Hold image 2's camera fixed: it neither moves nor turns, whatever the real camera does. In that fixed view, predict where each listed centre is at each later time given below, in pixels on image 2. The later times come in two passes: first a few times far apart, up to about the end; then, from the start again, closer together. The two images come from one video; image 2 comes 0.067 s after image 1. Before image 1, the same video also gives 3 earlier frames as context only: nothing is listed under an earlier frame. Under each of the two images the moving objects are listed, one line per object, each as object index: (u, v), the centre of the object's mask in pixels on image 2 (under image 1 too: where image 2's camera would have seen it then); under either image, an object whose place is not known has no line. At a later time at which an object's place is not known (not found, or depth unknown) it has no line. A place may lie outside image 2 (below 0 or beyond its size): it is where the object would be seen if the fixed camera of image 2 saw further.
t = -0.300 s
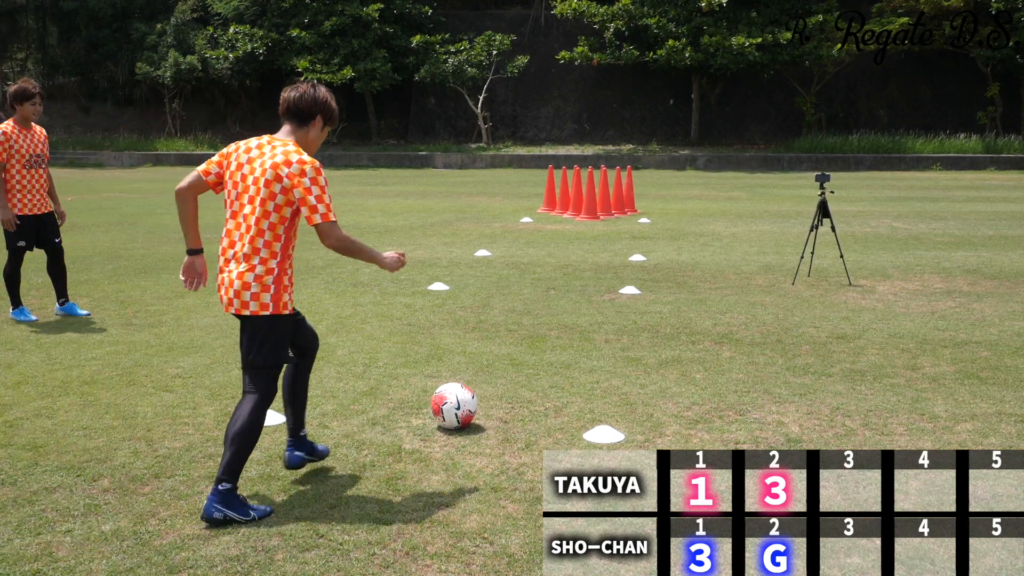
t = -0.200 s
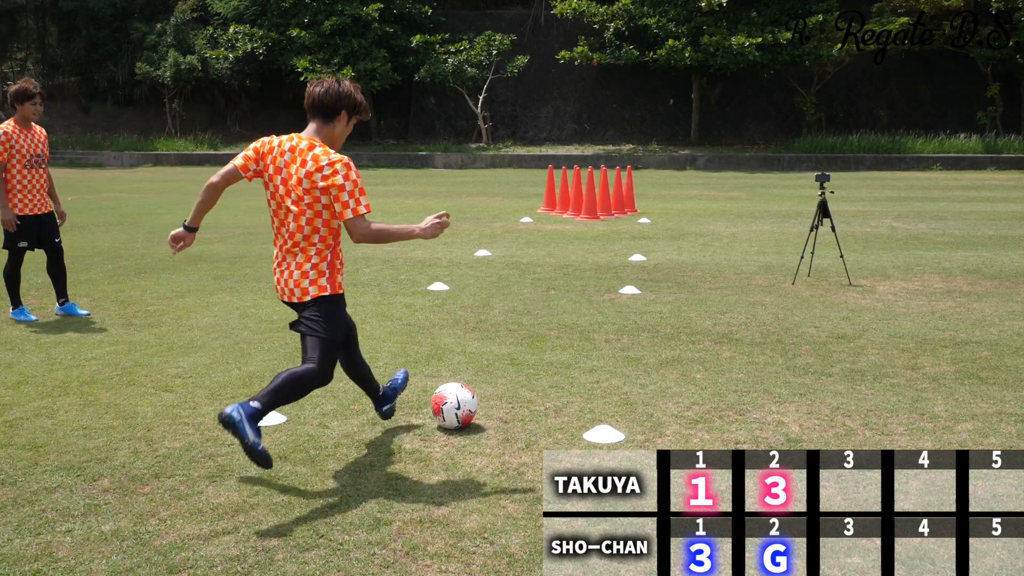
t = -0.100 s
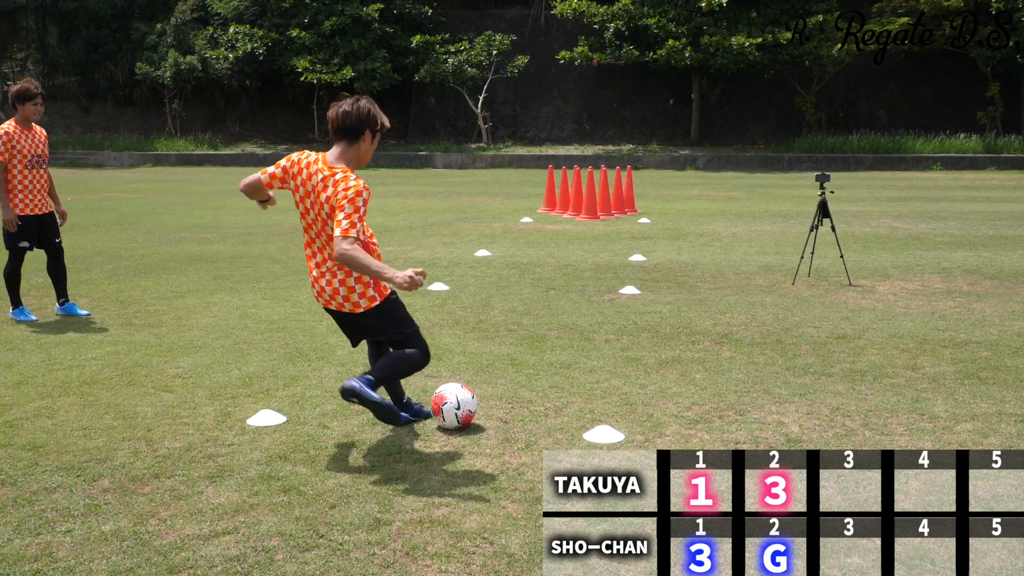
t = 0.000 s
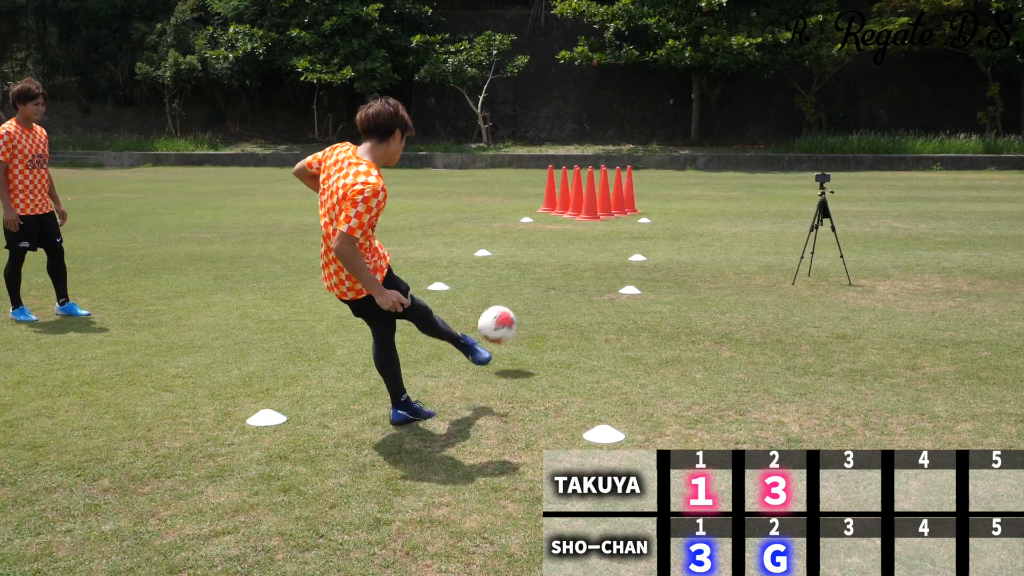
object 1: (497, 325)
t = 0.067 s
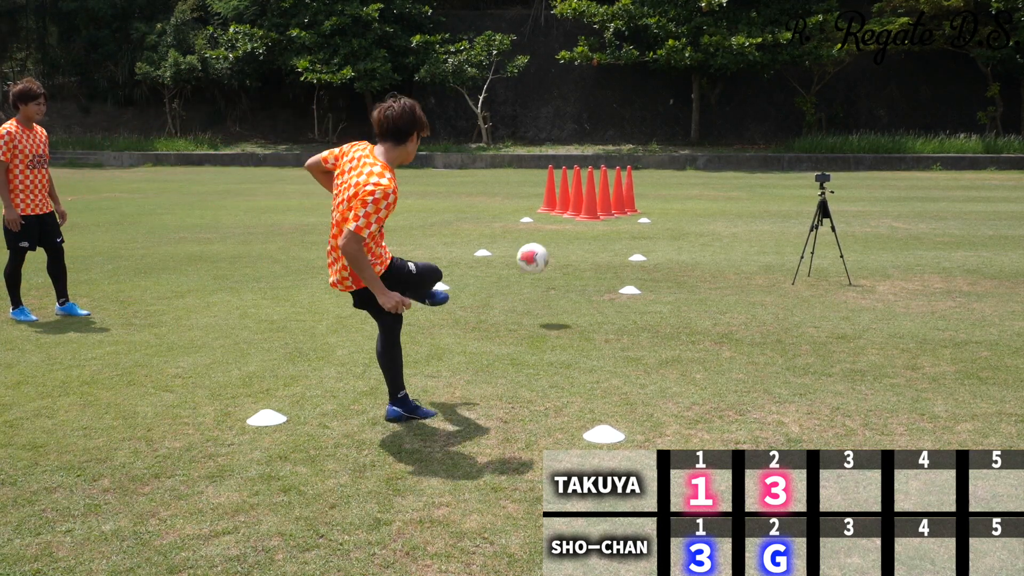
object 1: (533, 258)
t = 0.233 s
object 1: (568, 187)
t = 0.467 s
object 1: (577, 175)
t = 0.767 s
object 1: (611, 175)
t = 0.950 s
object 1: (635, 193)
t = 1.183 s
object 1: (653, 180)
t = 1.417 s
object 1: (672, 188)
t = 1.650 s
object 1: (689, 186)
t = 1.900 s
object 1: (705, 184)
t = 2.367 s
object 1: (731, 181)
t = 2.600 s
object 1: (742, 180)
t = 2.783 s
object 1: (750, 178)
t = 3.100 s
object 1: (763, 176)
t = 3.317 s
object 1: (773, 176)
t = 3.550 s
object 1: (781, 175)
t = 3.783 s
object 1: (789, 174)
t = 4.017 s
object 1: (796, 173)
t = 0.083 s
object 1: (539, 246)
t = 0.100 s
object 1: (543, 235)
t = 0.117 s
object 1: (549, 226)
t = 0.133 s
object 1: (553, 218)
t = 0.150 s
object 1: (557, 211)
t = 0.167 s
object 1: (559, 205)
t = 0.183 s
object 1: (562, 200)
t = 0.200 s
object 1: (564, 195)
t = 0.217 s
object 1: (566, 191)
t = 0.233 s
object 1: (568, 187)
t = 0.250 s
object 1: (569, 184)
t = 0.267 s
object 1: (571, 181)
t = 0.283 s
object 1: (572, 179)
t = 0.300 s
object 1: (573, 177)
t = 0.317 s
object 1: (574, 176)
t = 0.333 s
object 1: (575, 174)
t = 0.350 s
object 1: (575, 174)
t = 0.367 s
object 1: (576, 173)
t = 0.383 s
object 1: (576, 173)
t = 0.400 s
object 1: (576, 173)
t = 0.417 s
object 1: (577, 173)
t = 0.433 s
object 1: (577, 174)
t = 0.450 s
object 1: (577, 174)
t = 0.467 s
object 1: (577, 175)
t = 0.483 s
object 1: (578, 175)
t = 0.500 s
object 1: (578, 175)
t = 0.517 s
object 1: (579, 176)
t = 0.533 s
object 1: (580, 177)
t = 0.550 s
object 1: (580, 176)
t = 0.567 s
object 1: (580, 173)
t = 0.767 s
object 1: (611, 175)
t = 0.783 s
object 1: (611, 177)
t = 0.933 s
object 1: (634, 189)
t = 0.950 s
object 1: (635, 193)
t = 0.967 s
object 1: (636, 194)
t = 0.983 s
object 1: (637, 192)
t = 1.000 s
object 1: (638, 190)
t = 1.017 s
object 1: (638, 189)
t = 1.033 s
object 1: (640, 187)
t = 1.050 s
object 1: (641, 185)
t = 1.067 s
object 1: (643, 184)
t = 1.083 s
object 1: (644, 183)
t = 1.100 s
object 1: (646, 182)
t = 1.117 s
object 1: (647, 181)
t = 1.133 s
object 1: (649, 181)
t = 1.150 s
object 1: (650, 180)
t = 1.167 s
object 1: (651, 179)
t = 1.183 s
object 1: (653, 180)
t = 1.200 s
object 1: (654, 179)
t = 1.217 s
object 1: (656, 180)
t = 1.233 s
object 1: (658, 180)
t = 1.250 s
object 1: (659, 181)
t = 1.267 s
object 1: (660, 181)
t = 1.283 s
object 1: (662, 182)
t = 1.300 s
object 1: (663, 182)
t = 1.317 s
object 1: (664, 184)
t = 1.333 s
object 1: (666, 185)
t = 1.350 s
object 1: (667, 186)
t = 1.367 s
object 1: (668, 188)
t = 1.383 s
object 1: (670, 190)
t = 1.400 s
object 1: (671, 189)
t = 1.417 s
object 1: (672, 188)
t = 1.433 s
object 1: (673, 187)
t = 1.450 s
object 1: (675, 186)
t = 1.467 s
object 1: (676, 185)
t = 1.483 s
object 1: (677, 185)
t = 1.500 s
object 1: (678, 184)
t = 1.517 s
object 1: (679, 183)
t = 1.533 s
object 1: (680, 183)
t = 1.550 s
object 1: (681, 183)
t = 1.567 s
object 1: (683, 183)
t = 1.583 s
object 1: (684, 184)
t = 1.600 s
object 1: (685, 184)
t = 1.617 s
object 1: (686, 185)
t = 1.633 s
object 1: (687, 185)
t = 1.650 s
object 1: (689, 186)
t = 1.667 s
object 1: (690, 187)
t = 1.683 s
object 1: (691, 187)
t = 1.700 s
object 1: (692, 186)
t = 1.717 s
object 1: (693, 185)
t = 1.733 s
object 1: (694, 185)
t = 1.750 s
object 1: (695, 184)
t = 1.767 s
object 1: (697, 184)
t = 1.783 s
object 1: (698, 184)
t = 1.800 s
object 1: (699, 184)
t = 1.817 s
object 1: (700, 184)
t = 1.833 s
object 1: (701, 184)
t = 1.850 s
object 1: (702, 185)
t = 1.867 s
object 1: (703, 185)
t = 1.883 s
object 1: (704, 185)
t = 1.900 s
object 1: (705, 184)
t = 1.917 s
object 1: (706, 184)
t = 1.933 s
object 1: (707, 184)
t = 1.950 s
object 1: (708, 184)
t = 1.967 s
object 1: (709, 184)
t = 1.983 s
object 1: (710, 184)
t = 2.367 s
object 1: (731, 181)
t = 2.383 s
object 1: (732, 181)
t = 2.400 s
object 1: (733, 181)
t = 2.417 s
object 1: (733, 181)
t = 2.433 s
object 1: (735, 181)
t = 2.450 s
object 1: (735, 181)
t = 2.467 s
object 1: (736, 181)
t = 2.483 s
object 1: (737, 181)
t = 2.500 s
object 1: (737, 181)
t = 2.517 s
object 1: (738, 181)
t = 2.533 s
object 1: (739, 180)
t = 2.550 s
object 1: (740, 180)
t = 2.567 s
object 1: (740, 180)
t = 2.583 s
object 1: (741, 180)
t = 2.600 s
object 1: (742, 180)
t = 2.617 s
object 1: (743, 180)
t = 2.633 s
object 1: (744, 179)
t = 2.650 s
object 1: (745, 180)
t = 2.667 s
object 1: (745, 179)
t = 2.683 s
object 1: (746, 179)
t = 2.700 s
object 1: (747, 179)
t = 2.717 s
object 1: (747, 179)
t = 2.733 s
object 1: (748, 179)
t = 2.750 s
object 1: (749, 178)
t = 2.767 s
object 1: (749, 178)
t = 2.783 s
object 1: (750, 178)
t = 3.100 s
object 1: (763, 176)
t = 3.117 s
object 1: (764, 176)
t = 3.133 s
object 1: (765, 177)
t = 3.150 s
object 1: (765, 176)
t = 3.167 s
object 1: (766, 177)
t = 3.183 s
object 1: (767, 176)
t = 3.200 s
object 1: (768, 176)
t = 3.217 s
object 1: (769, 176)
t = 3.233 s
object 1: (769, 176)
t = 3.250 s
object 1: (770, 176)
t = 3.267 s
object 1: (770, 176)
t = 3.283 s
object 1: (771, 176)
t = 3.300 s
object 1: (772, 176)
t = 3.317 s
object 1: (773, 176)
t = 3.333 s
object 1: (773, 176)
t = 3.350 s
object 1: (774, 176)
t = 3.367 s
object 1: (775, 175)
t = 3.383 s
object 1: (775, 175)
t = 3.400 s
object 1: (776, 175)
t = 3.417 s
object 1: (776, 176)
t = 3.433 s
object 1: (777, 175)
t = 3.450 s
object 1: (778, 175)
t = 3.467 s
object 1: (778, 175)
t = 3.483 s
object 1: (779, 175)
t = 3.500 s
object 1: (780, 175)
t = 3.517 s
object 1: (780, 175)
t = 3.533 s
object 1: (780, 175)
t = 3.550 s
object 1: (781, 175)
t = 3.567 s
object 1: (782, 175)
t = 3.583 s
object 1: (782, 175)
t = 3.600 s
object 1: (783, 175)
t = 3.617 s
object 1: (784, 175)
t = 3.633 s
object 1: (784, 175)
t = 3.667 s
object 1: (785, 174)
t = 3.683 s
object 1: (786, 174)
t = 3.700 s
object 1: (786, 174)
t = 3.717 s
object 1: (787, 174)
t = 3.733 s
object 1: (787, 174)
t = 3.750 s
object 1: (788, 174)
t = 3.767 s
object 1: (788, 174)
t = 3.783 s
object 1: (789, 174)
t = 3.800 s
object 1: (789, 174)
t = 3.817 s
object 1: (790, 174)
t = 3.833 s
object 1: (790, 174)
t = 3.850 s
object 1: (791, 174)
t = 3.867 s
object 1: (791, 174)
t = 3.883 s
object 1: (792, 174)
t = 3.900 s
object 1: (792, 174)
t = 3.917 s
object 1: (793, 174)
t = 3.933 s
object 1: (793, 174)
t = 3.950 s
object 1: (794, 174)
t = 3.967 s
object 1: (794, 174)
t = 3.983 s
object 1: (795, 173)
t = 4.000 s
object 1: (795, 173)
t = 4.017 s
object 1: (796, 173)
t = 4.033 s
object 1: (796, 173)
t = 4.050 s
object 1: (796, 173)
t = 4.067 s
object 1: (796, 173)
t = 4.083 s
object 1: (797, 173)
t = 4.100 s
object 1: (797, 173)
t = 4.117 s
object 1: (798, 173)
